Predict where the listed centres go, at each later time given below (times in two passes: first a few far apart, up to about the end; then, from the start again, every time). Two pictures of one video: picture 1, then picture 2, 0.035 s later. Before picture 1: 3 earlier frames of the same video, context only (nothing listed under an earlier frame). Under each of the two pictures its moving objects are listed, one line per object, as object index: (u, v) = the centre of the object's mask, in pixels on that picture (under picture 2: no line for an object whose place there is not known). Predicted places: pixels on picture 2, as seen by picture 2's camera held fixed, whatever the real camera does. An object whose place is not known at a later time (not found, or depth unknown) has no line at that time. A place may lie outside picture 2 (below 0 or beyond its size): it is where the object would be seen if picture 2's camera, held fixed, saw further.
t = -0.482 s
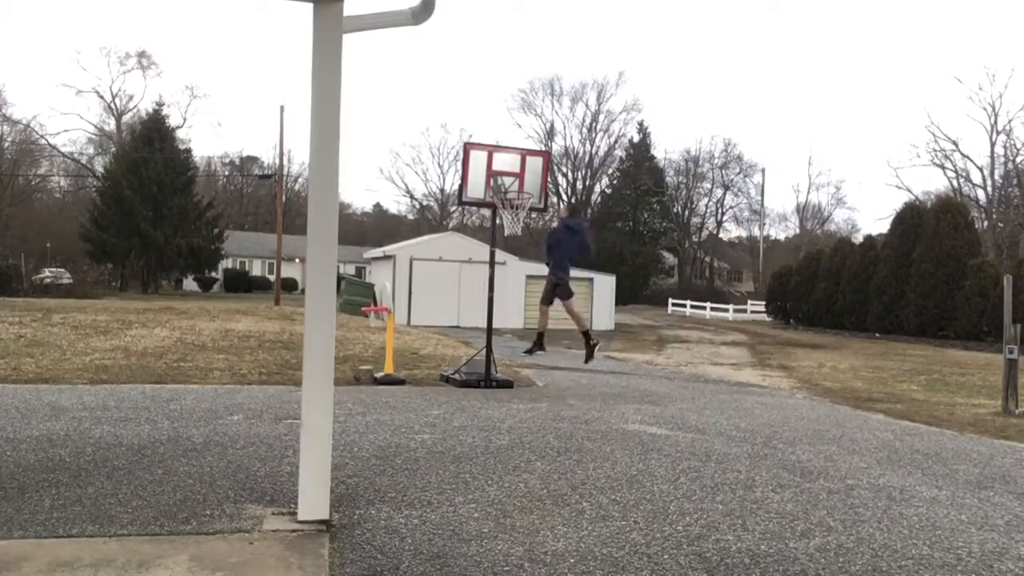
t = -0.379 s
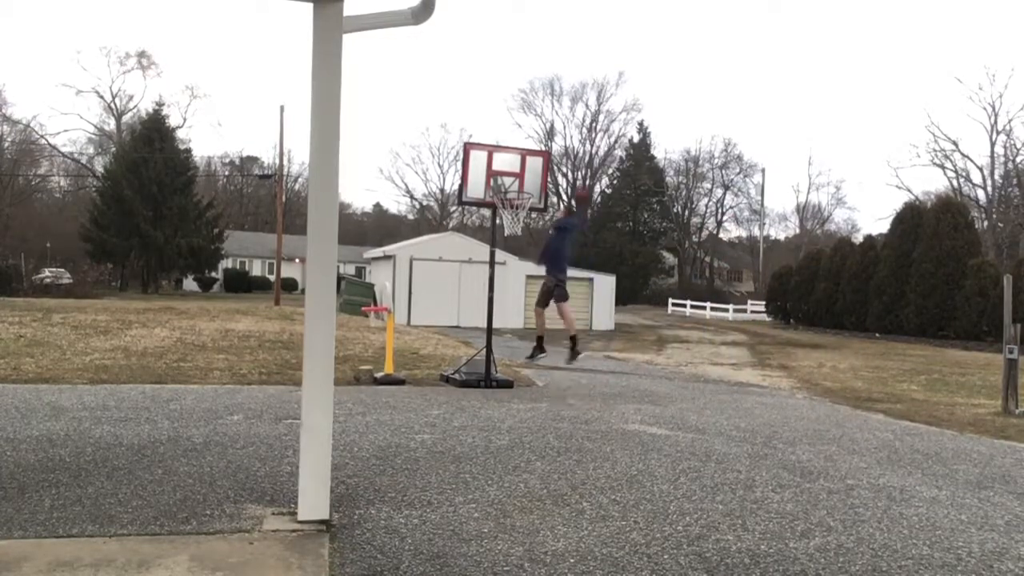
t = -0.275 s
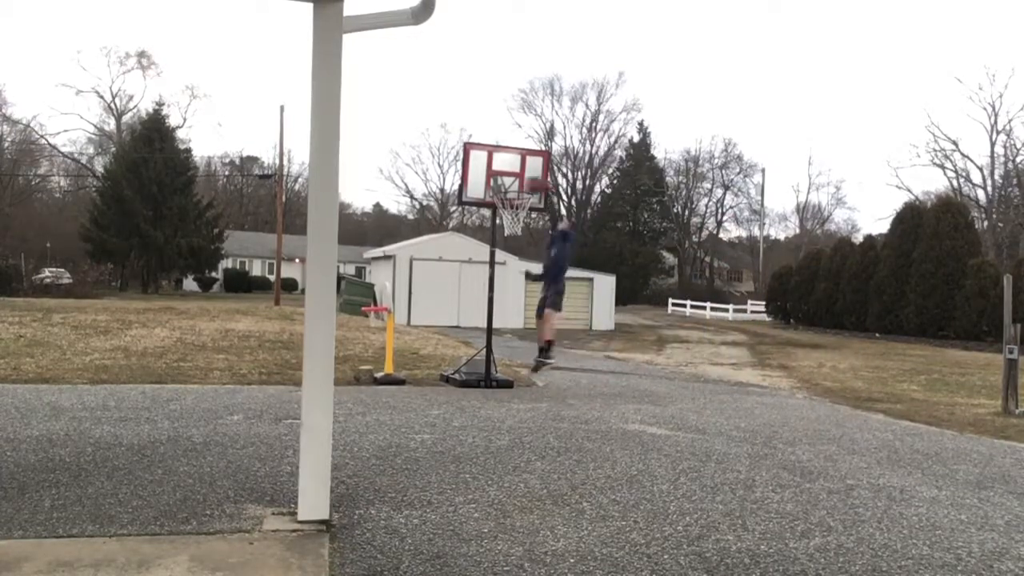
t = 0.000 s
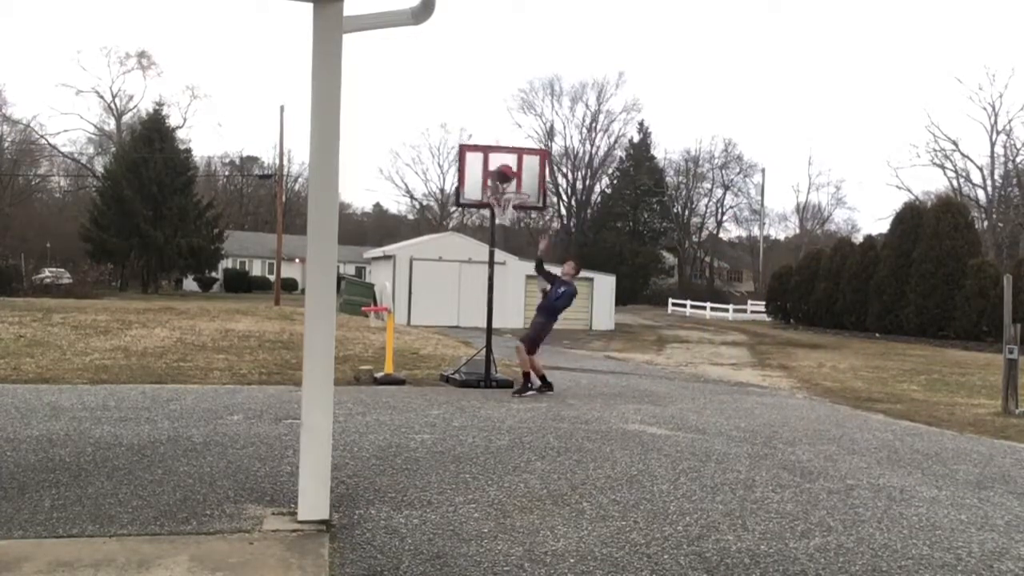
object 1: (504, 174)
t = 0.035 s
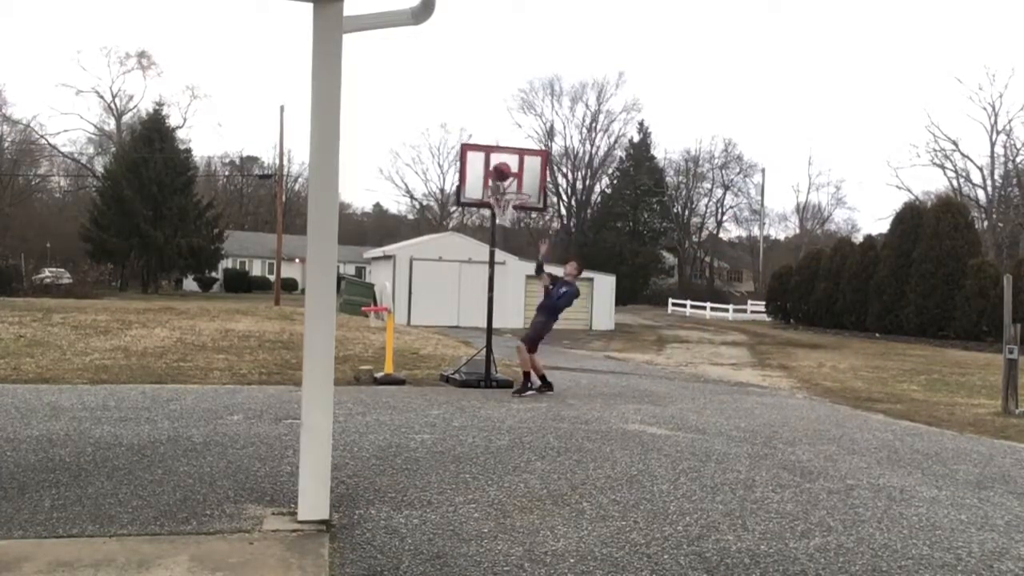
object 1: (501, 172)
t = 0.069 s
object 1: (499, 171)
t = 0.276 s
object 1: (479, 184)
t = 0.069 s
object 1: (499, 171)
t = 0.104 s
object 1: (496, 170)
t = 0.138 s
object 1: (491, 171)
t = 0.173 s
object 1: (489, 173)
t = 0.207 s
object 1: (485, 176)
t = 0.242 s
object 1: (482, 179)
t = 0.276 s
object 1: (479, 184)
